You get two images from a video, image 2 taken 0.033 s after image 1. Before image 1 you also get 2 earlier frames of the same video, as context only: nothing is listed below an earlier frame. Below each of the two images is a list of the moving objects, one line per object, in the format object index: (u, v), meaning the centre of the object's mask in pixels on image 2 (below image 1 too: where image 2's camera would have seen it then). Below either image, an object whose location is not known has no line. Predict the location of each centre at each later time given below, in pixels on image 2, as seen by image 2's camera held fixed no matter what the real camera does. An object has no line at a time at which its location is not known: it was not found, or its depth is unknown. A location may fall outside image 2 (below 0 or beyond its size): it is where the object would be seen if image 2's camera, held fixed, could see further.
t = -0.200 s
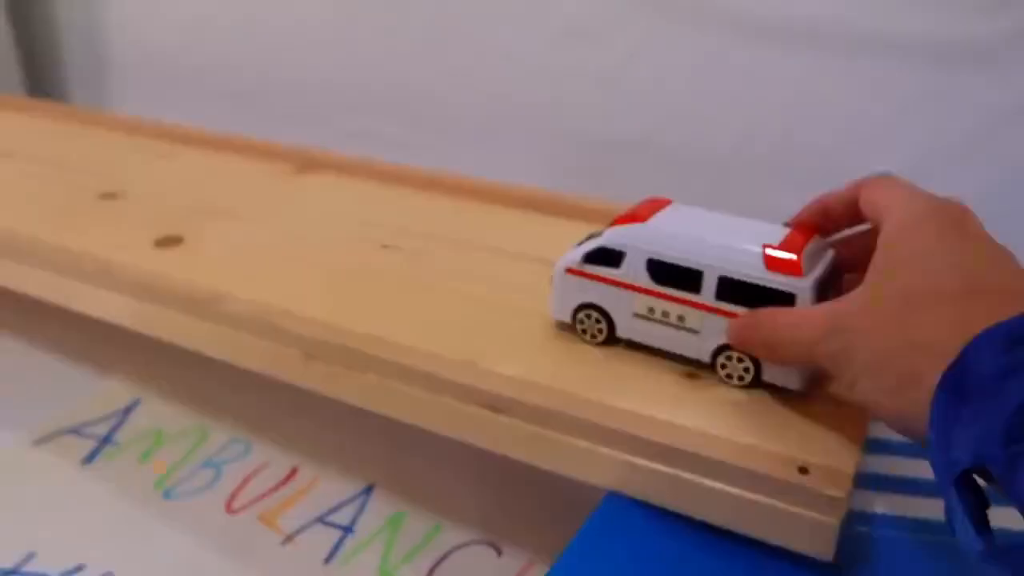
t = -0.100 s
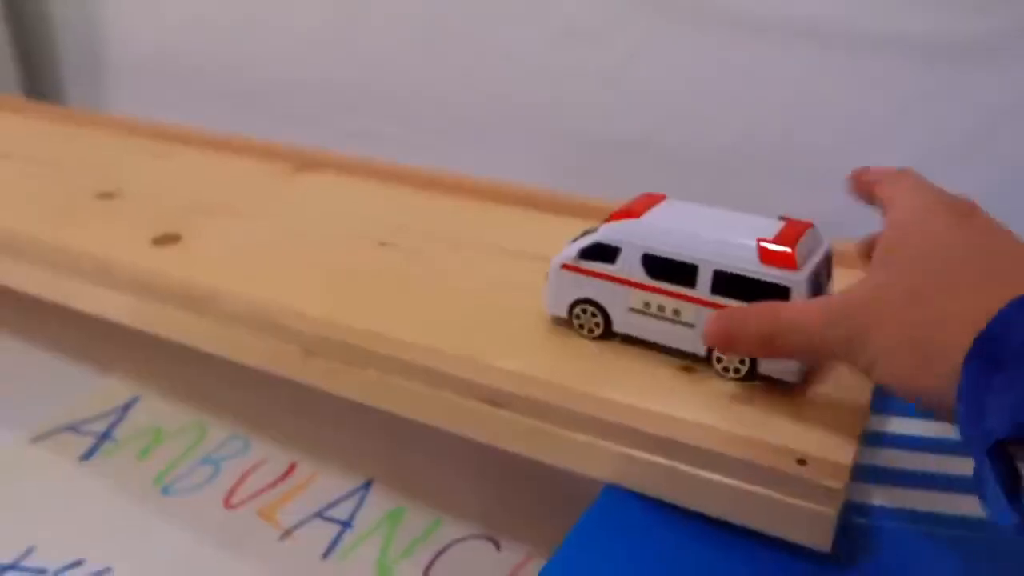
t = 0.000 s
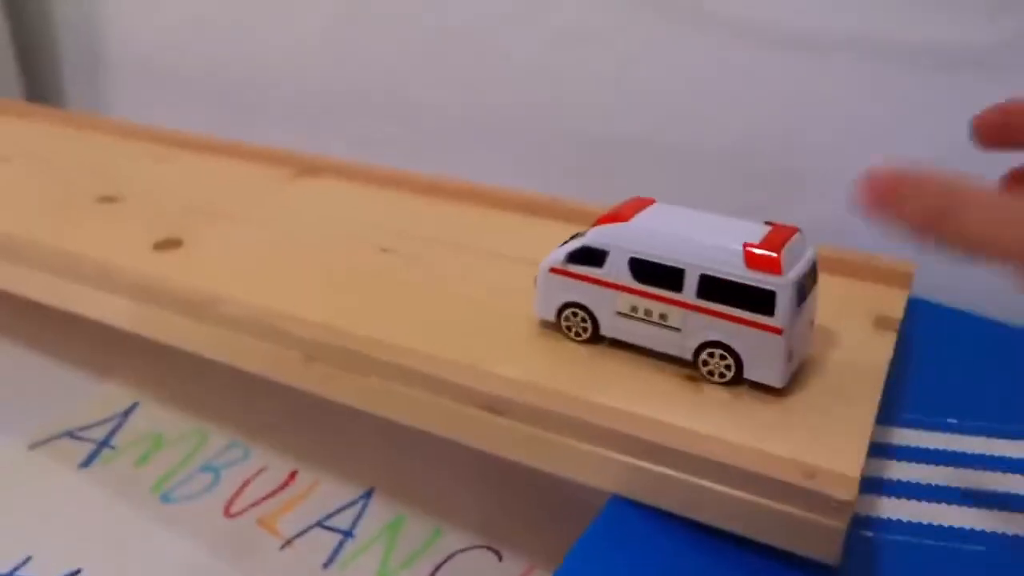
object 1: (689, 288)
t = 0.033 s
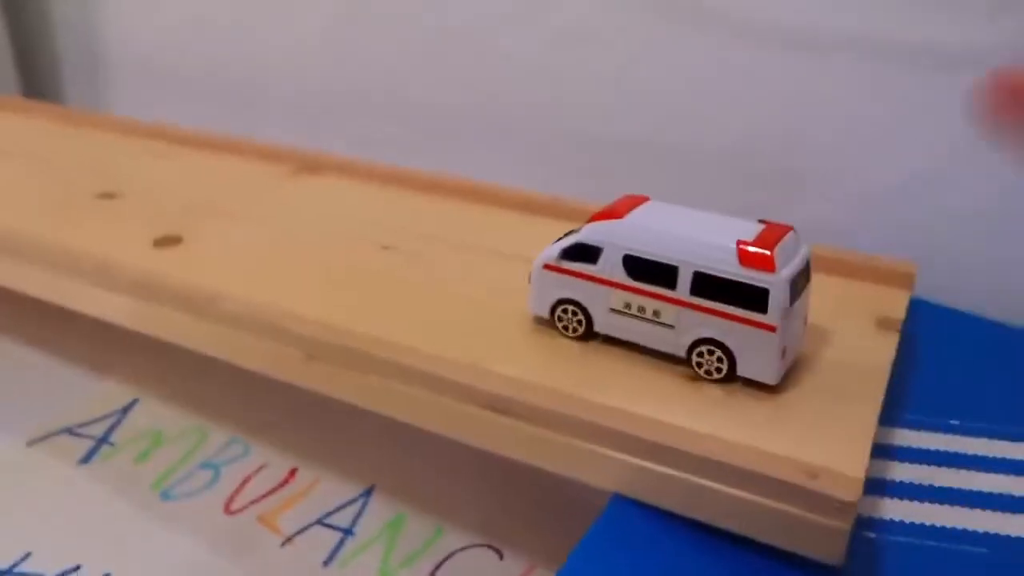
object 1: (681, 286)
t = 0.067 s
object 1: (672, 284)
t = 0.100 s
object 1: (662, 282)
